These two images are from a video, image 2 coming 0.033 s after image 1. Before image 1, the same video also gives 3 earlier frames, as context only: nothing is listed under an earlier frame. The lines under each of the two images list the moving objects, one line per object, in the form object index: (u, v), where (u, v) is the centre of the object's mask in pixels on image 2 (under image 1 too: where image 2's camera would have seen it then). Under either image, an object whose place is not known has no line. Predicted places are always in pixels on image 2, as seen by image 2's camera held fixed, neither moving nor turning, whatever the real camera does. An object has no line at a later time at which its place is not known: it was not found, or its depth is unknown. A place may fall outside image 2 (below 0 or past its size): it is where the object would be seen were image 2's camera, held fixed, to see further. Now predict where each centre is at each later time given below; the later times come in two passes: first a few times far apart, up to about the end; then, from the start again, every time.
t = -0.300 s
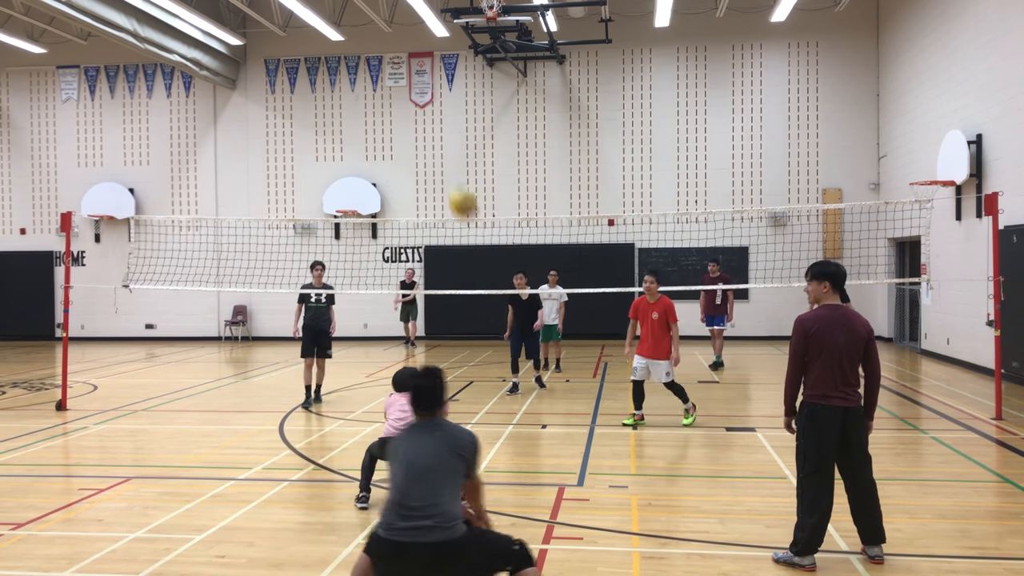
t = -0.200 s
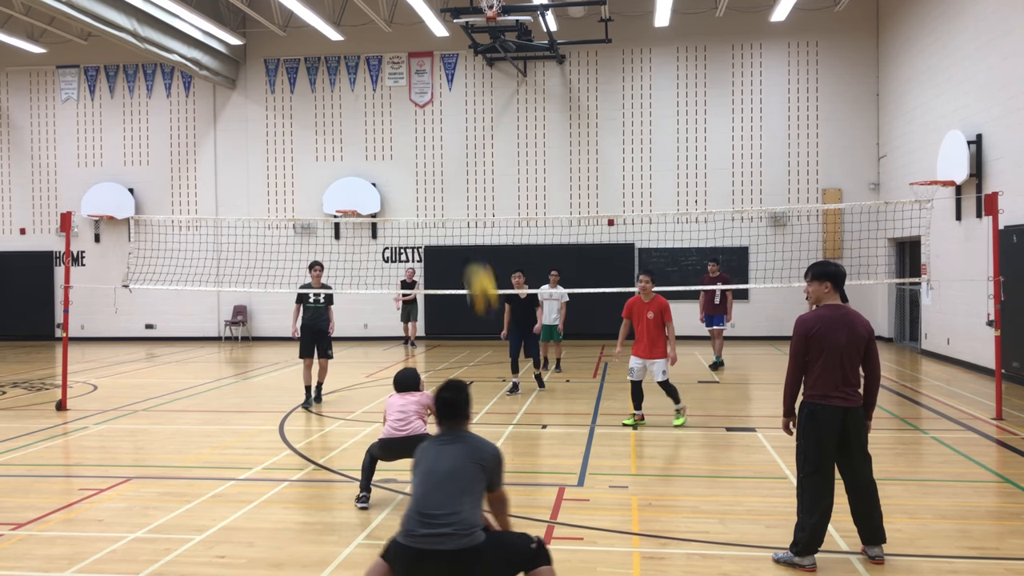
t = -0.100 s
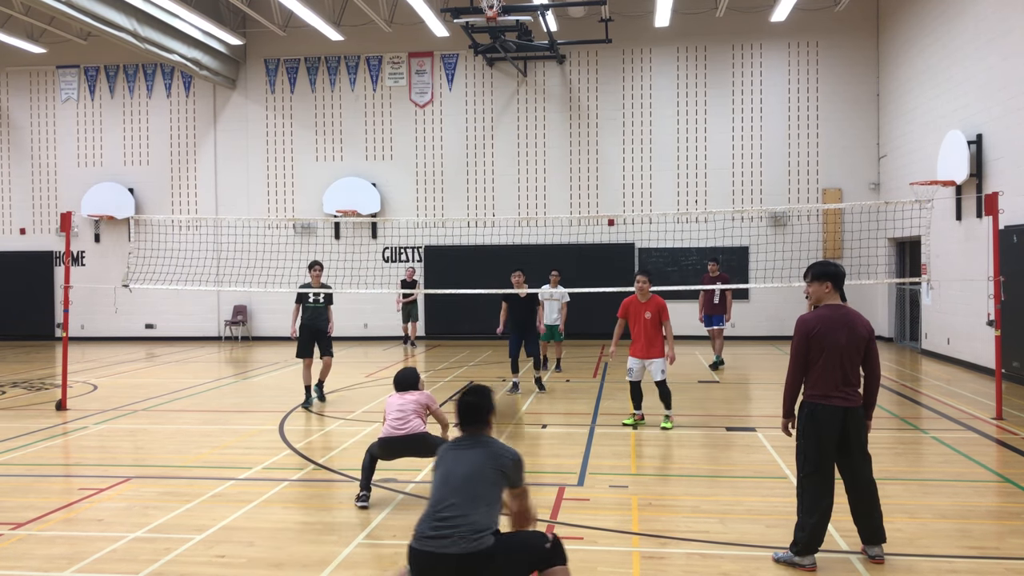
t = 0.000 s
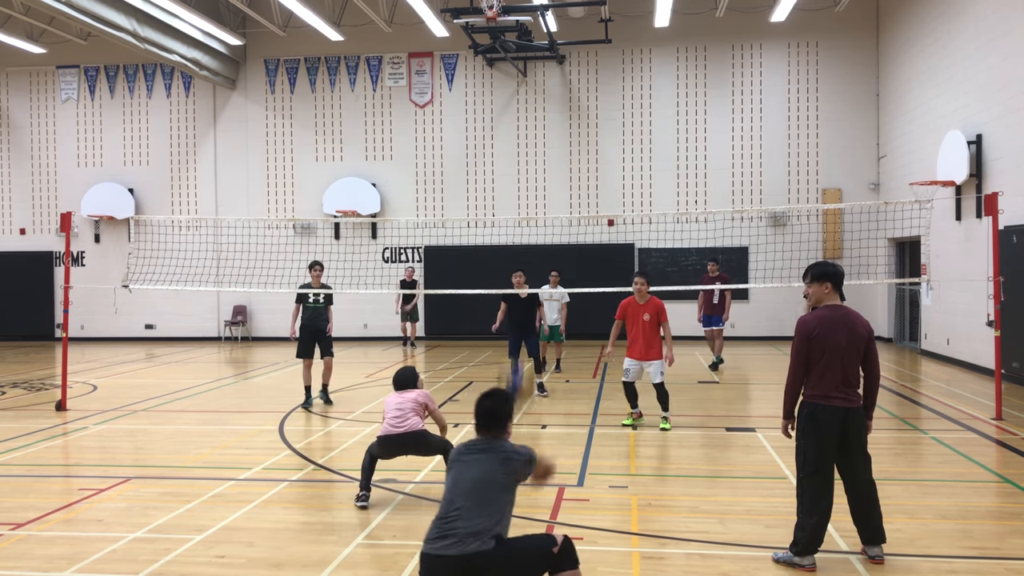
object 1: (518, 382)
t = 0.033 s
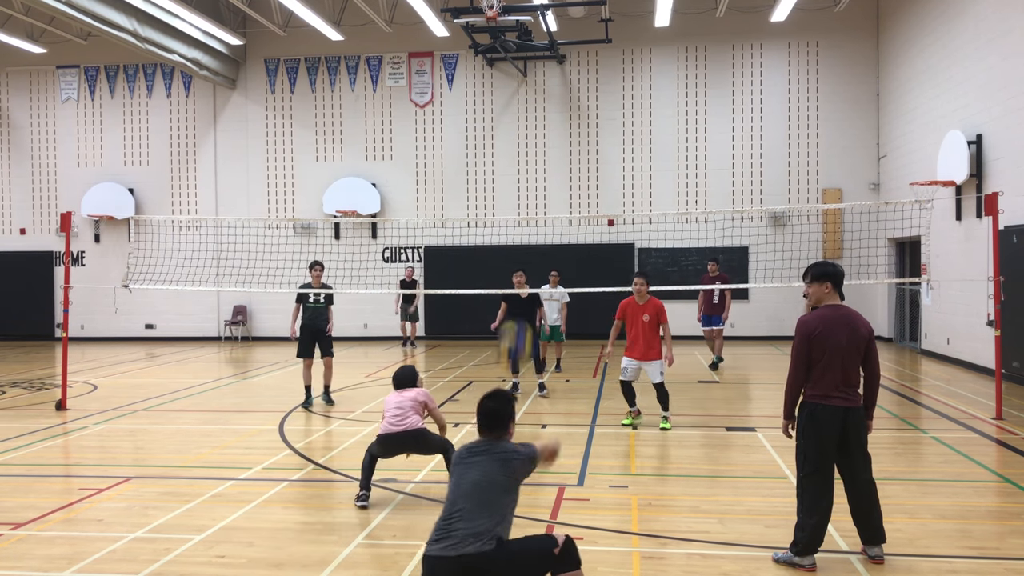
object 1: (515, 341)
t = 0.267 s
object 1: (514, 164)
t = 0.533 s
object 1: (513, 92)
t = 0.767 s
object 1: (512, 112)
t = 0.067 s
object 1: (515, 314)
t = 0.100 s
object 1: (514, 277)
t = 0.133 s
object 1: (514, 254)
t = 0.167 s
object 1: (513, 226)
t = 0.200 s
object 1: (513, 201)
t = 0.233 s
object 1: (514, 181)
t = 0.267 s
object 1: (514, 164)
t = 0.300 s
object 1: (514, 148)
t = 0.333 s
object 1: (514, 136)
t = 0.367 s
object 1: (513, 124)
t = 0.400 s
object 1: (513, 113)
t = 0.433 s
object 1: (513, 105)
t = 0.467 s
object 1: (513, 100)
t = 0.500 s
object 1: (513, 96)
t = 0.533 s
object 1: (513, 92)
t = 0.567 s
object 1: (513, 91)
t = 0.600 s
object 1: (513, 92)
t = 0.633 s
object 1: (513, 93)
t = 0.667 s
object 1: (513, 96)
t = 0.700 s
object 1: (512, 101)
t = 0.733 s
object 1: (512, 106)
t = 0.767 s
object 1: (512, 112)
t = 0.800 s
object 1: (512, 120)
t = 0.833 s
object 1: (512, 129)
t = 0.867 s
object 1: (512, 139)
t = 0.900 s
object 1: (512, 150)
